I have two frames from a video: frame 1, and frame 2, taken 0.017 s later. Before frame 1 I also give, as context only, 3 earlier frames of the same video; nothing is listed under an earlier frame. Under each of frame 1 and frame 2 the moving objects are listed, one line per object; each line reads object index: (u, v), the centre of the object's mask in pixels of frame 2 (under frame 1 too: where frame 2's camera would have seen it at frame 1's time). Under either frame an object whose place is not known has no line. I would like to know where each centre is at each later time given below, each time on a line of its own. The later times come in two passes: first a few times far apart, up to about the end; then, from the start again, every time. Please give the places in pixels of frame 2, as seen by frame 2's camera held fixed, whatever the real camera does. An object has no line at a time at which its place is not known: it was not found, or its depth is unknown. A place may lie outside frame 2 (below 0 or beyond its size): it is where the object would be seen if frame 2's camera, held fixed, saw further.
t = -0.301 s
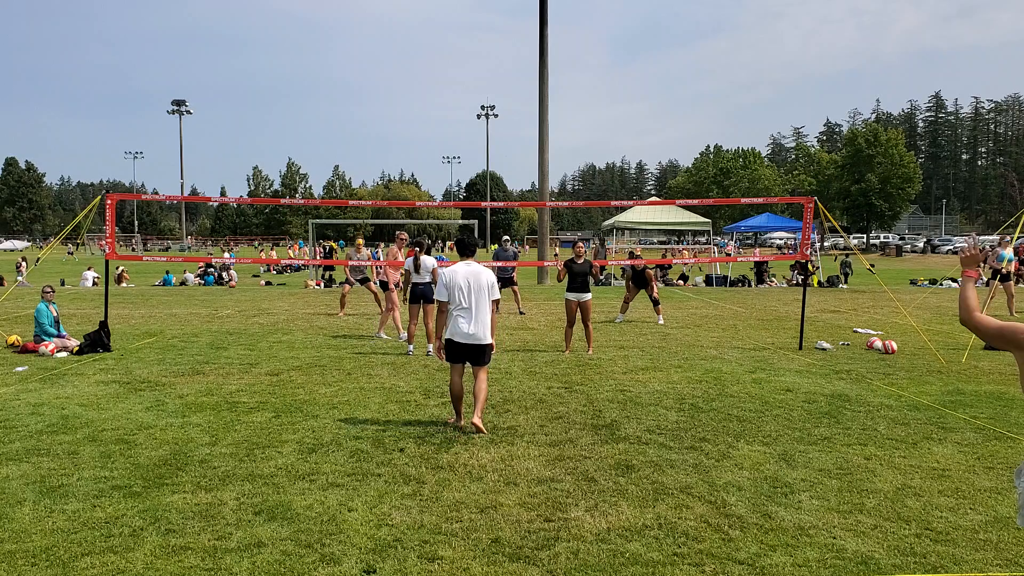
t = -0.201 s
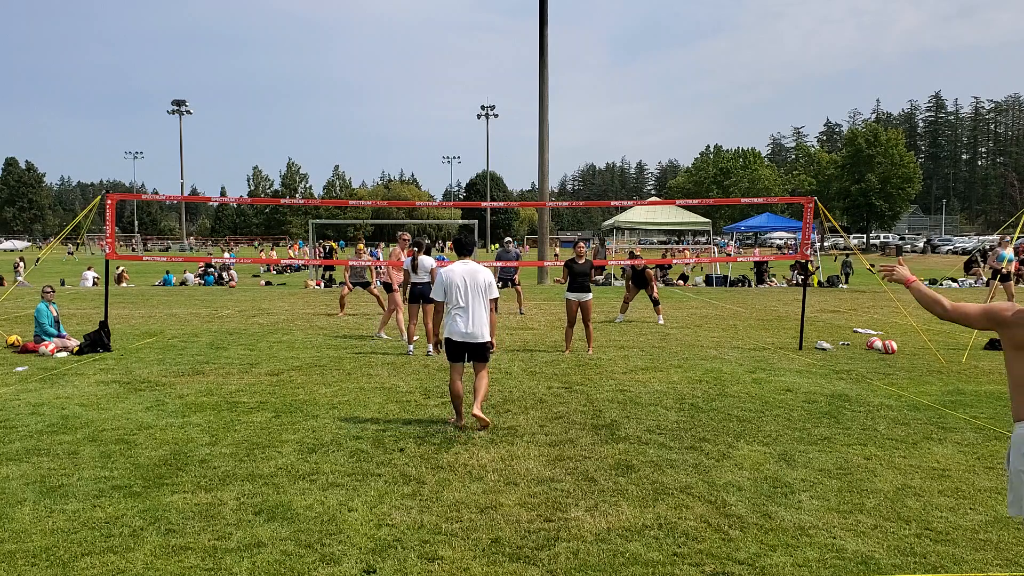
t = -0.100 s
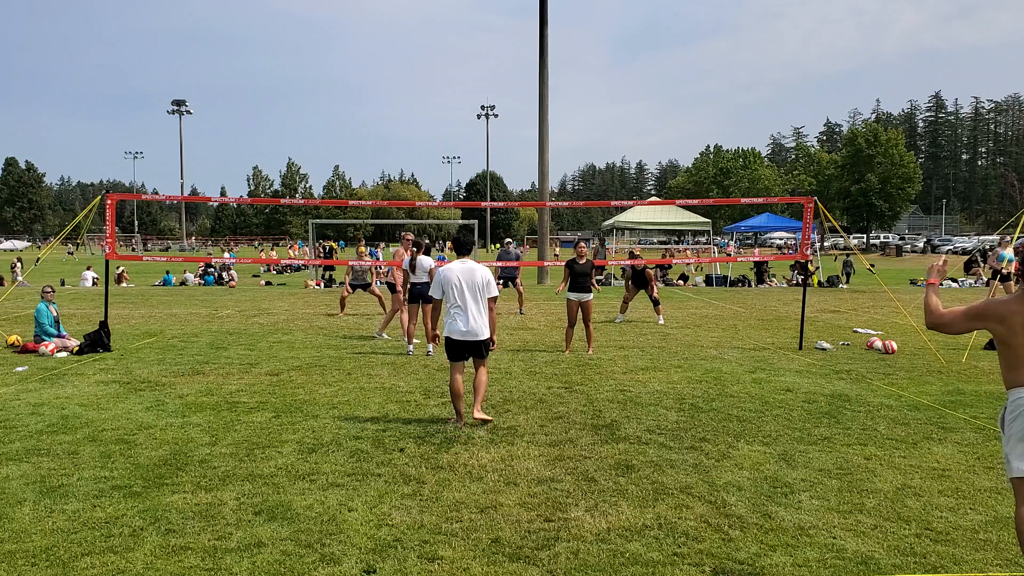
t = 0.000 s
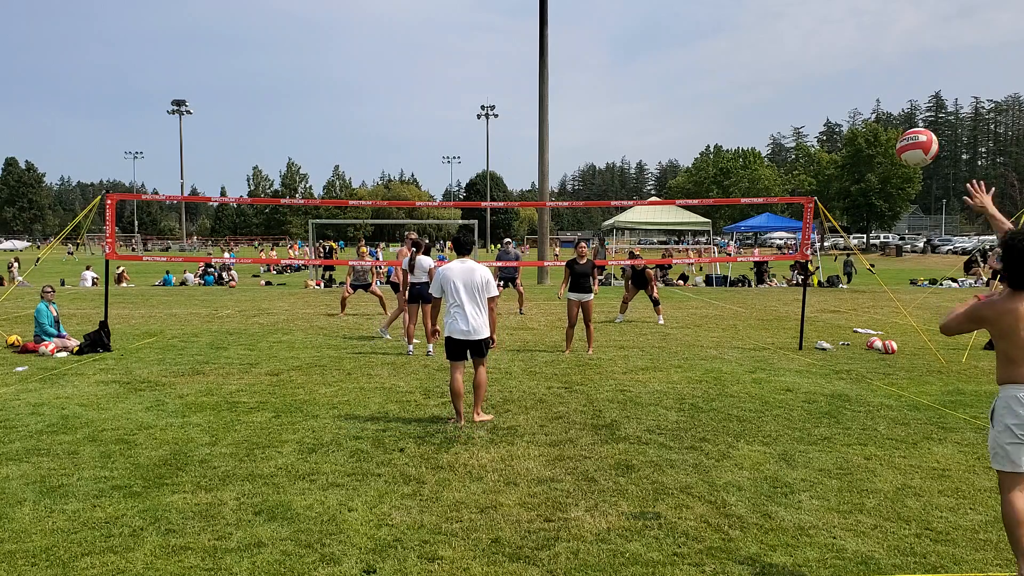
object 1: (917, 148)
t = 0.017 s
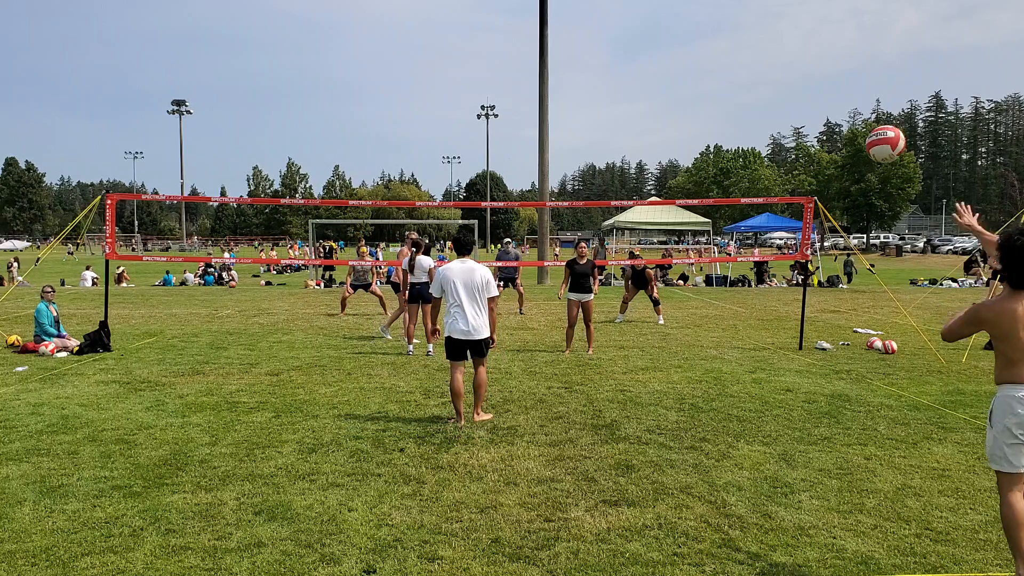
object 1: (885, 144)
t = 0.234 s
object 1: (639, 135)
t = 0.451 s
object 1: (534, 156)
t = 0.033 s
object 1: (856, 141)
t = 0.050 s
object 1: (830, 138)
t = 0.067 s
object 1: (805, 137)
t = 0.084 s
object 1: (783, 136)
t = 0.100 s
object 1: (762, 135)
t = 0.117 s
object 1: (743, 134)
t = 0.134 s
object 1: (725, 133)
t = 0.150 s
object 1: (708, 133)
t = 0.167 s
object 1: (692, 133)
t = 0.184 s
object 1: (677, 133)
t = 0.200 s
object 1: (664, 134)
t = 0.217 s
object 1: (651, 134)
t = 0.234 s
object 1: (639, 135)
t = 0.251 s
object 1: (628, 136)
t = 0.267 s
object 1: (617, 137)
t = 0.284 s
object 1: (608, 138)
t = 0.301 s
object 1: (598, 140)
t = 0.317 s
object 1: (589, 141)
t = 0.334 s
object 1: (581, 143)
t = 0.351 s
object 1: (573, 144)
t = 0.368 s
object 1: (566, 146)
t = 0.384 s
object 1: (559, 148)
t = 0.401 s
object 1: (552, 149)
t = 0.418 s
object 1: (546, 151)
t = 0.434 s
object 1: (540, 154)
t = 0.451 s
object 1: (534, 156)
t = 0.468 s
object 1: (528, 158)
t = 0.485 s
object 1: (523, 161)
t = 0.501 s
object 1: (518, 163)
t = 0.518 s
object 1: (513, 165)
